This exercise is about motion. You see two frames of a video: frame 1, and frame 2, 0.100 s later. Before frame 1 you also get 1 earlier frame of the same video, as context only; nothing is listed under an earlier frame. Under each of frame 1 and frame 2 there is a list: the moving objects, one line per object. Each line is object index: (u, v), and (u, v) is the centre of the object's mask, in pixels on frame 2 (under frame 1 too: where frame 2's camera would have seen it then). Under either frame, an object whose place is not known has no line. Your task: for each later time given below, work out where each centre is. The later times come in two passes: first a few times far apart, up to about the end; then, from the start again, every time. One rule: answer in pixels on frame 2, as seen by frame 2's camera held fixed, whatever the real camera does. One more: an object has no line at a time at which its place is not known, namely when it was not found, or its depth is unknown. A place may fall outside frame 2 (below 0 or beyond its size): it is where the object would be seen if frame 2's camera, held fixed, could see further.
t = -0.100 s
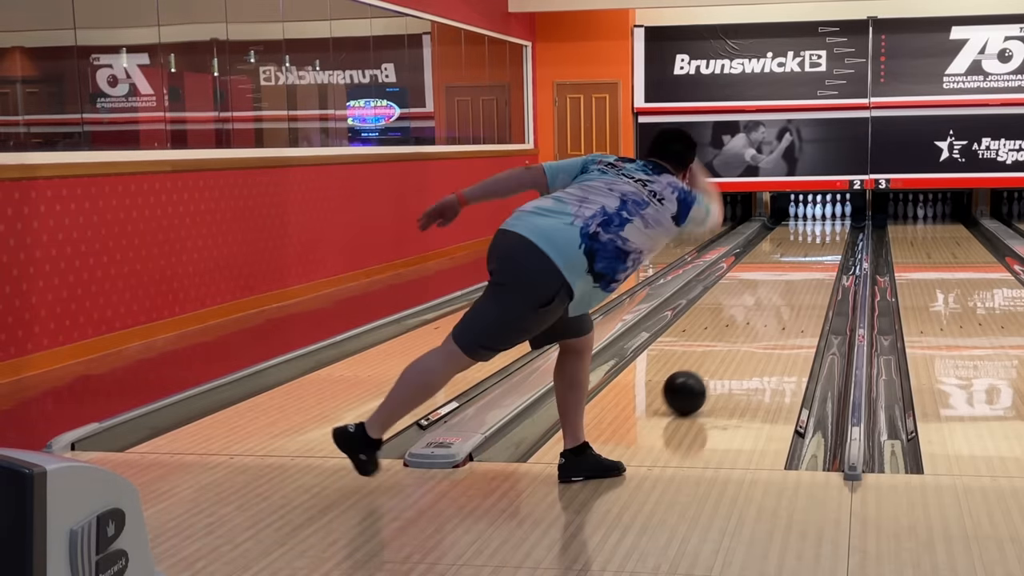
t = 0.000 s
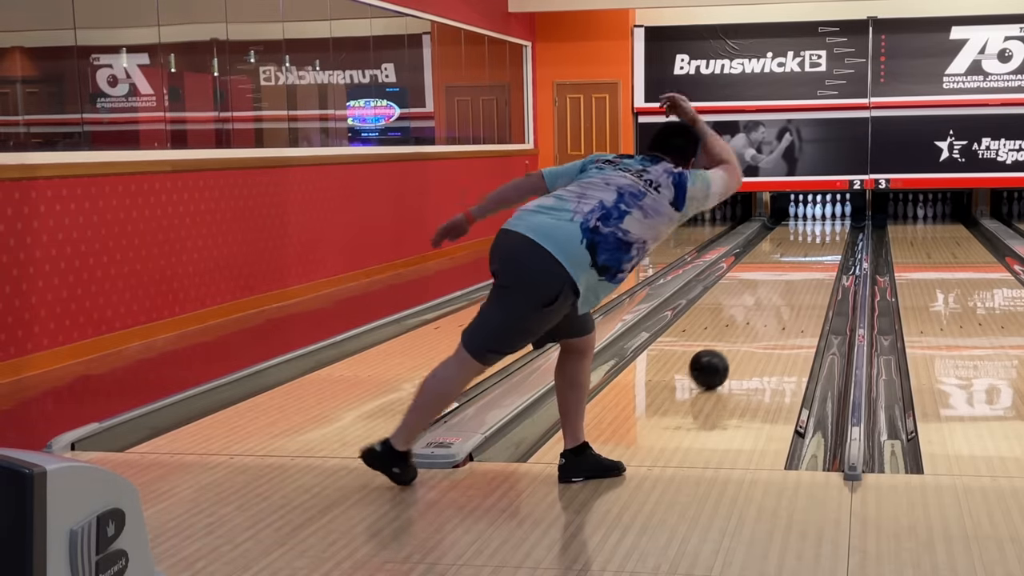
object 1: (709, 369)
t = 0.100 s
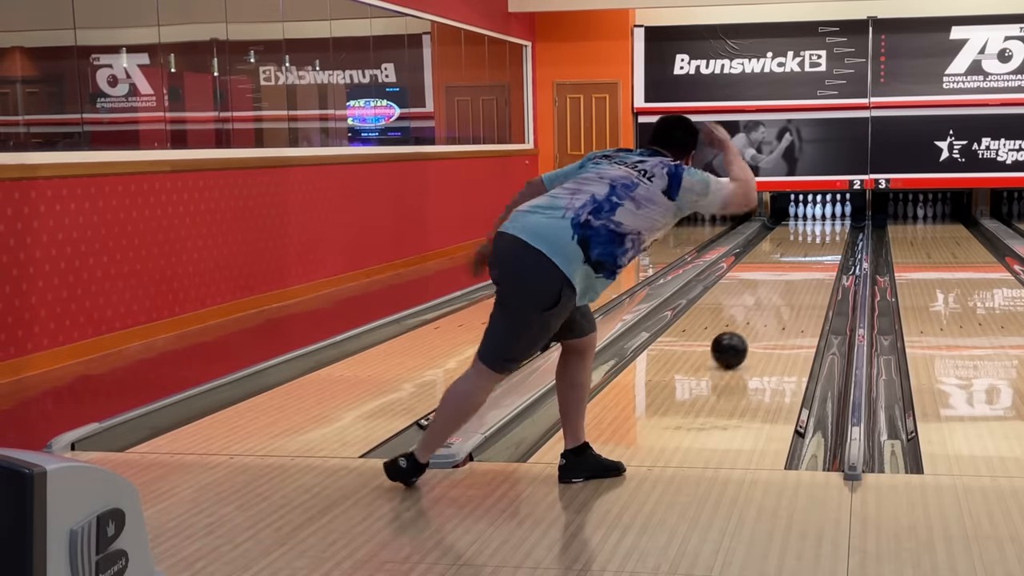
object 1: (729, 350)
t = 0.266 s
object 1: (756, 323)
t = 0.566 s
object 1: (789, 290)
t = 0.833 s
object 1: (809, 268)
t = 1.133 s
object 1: (825, 251)
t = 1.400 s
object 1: (834, 239)
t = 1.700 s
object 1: (838, 229)
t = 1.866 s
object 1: (837, 224)
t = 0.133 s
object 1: (735, 344)
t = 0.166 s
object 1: (740, 338)
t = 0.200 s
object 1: (746, 333)
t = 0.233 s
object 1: (751, 328)
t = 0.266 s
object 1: (756, 323)
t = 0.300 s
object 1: (760, 319)
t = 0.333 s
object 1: (765, 315)
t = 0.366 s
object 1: (768, 311)
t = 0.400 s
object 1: (772, 307)
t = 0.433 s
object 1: (776, 303)
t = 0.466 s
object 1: (780, 300)
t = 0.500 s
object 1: (783, 296)
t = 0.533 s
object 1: (786, 293)
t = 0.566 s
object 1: (789, 290)
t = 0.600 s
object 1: (792, 287)
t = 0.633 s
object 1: (795, 284)
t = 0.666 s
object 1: (798, 281)
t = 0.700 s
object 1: (800, 278)
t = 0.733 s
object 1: (803, 276)
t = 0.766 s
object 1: (805, 273)
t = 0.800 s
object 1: (807, 271)
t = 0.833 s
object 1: (809, 268)
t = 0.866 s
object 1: (811, 266)
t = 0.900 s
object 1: (813, 264)
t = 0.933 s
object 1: (815, 262)
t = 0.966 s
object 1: (817, 260)
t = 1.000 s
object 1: (819, 258)
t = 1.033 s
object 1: (821, 256)
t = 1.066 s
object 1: (822, 255)
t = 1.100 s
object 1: (824, 253)
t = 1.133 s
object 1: (825, 251)
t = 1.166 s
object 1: (827, 249)
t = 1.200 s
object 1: (828, 248)
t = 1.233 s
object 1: (829, 246)
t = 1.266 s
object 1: (830, 245)
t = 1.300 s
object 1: (831, 243)
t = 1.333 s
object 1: (832, 242)
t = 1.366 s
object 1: (833, 240)
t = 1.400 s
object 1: (834, 239)
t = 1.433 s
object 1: (834, 238)
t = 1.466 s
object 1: (835, 237)
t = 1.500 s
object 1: (836, 235)
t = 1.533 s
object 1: (836, 234)
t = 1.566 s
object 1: (837, 233)
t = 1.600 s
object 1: (837, 232)
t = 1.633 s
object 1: (837, 231)
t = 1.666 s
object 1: (838, 230)
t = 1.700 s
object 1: (838, 229)
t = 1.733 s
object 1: (838, 228)
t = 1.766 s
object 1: (838, 227)
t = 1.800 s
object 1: (838, 226)
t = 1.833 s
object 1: (838, 225)
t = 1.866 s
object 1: (837, 224)
